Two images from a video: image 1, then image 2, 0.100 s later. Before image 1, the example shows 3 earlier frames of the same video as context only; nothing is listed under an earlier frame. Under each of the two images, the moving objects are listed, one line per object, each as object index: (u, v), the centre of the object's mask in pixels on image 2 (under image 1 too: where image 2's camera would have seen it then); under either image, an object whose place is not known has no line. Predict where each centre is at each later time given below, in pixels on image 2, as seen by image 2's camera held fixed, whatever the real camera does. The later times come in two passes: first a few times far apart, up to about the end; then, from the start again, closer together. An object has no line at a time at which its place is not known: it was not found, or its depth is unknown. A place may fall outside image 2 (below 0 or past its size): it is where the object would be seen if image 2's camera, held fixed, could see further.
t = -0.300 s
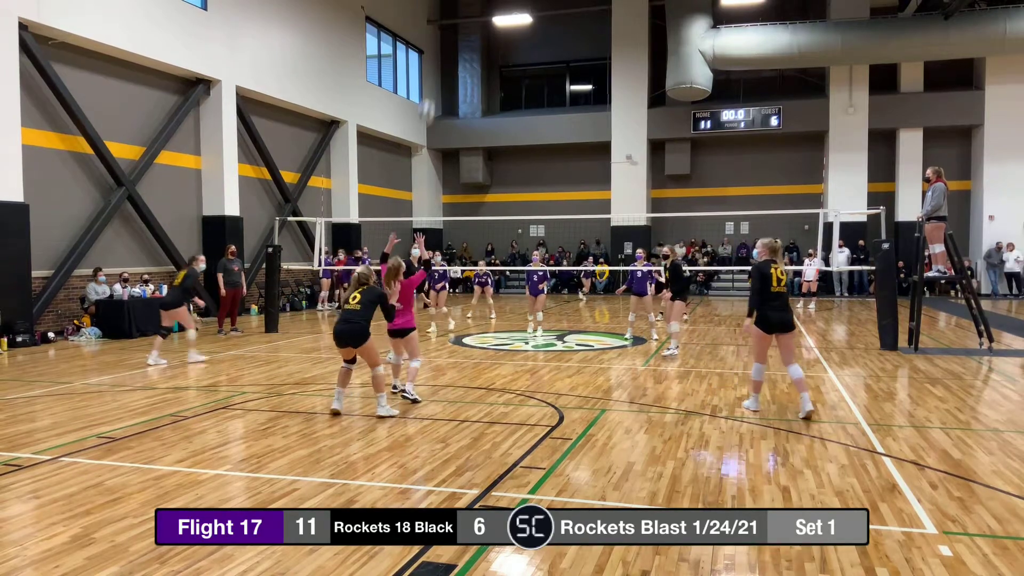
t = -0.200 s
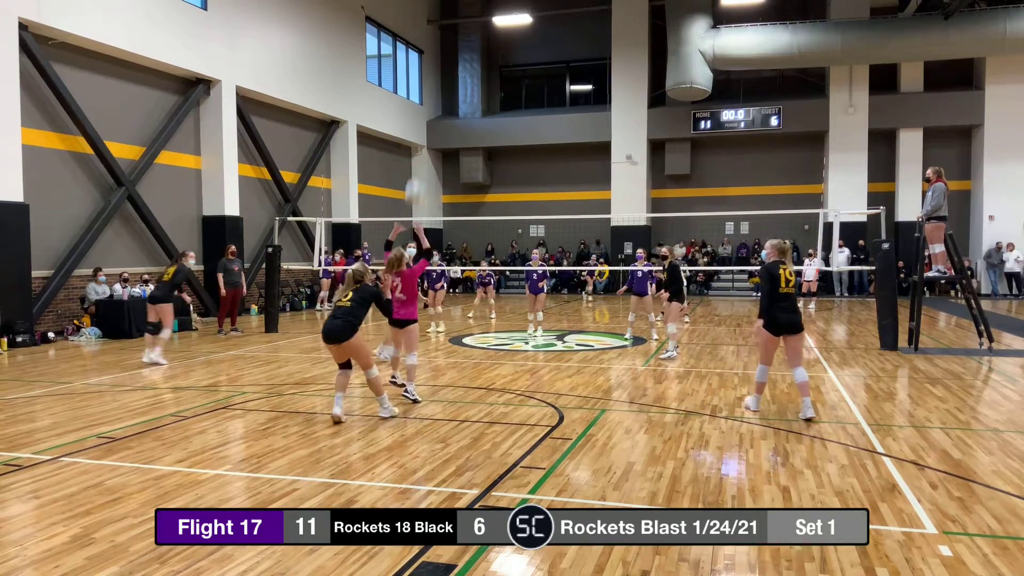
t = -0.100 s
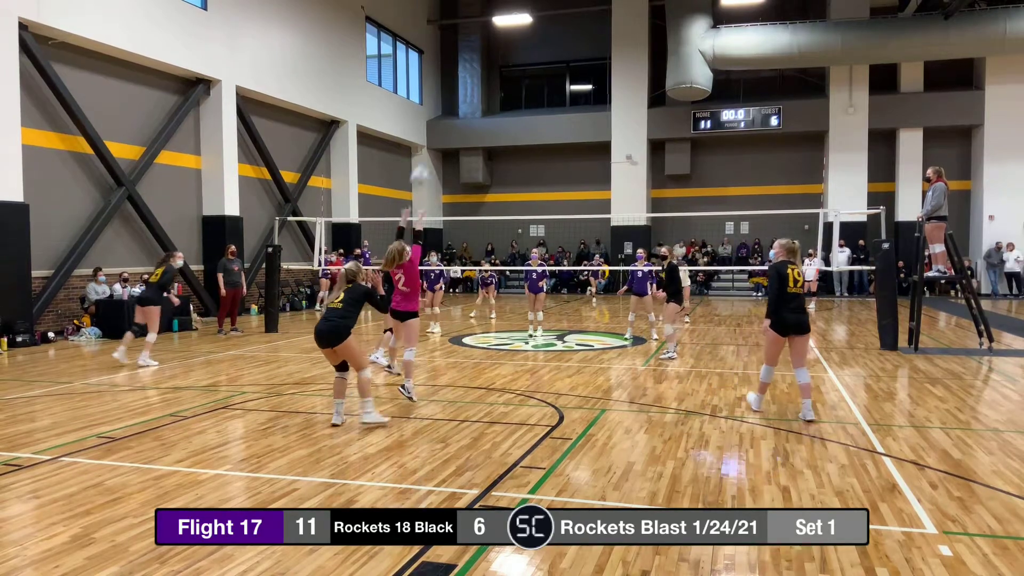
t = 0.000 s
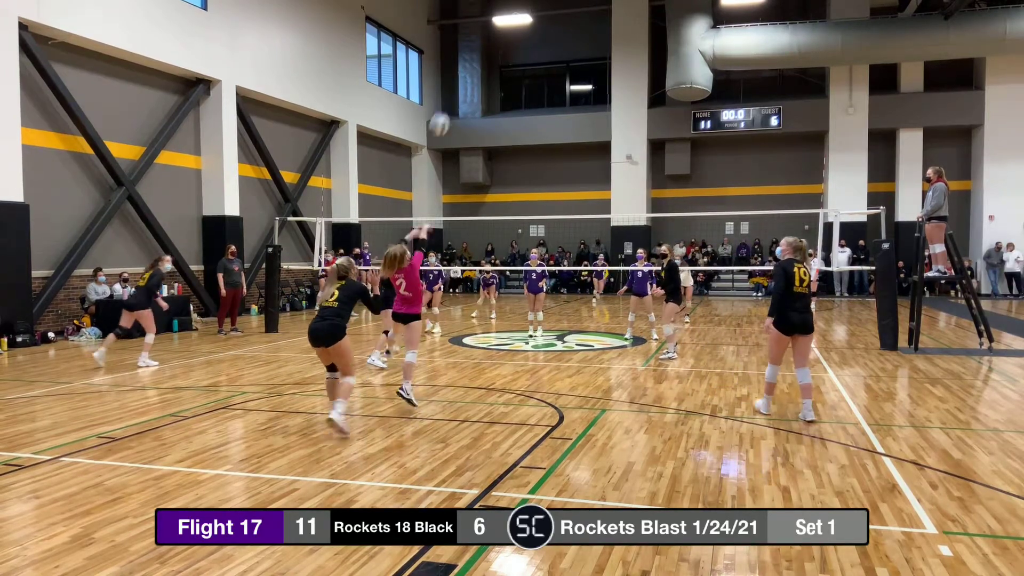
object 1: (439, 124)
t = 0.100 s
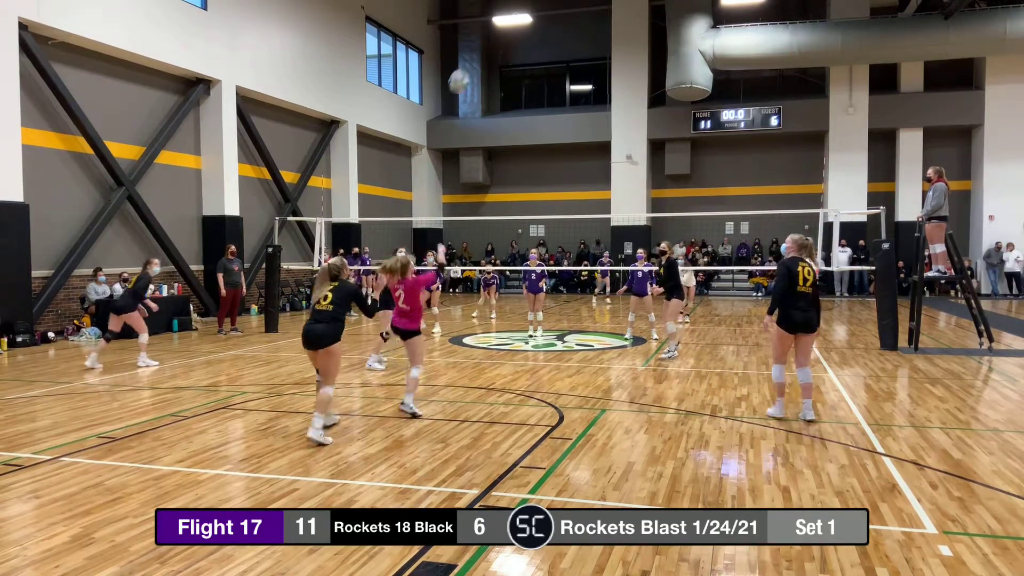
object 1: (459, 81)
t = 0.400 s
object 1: (517, 12)
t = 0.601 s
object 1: (552, 15)
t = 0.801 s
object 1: (585, 52)
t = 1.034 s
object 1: (620, 133)
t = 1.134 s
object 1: (633, 179)
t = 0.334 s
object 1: (502, 21)
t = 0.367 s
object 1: (510, 15)
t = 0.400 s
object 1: (517, 12)
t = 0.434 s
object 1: (523, 10)
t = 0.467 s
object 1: (529, 9)
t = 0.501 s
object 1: (535, 9)
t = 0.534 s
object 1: (540, 10)
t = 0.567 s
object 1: (546, 13)
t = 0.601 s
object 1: (552, 15)
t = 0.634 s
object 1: (558, 19)
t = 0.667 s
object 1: (564, 24)
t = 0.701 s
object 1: (569, 30)
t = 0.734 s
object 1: (575, 36)
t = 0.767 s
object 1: (580, 44)
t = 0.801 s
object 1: (585, 52)
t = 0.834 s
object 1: (590, 61)
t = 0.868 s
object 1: (596, 71)
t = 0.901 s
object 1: (601, 82)
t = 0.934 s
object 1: (605, 93)
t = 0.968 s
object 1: (610, 105)
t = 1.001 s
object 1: (615, 119)
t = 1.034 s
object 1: (620, 133)
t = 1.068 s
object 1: (625, 149)
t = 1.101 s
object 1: (628, 162)
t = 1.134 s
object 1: (633, 179)
